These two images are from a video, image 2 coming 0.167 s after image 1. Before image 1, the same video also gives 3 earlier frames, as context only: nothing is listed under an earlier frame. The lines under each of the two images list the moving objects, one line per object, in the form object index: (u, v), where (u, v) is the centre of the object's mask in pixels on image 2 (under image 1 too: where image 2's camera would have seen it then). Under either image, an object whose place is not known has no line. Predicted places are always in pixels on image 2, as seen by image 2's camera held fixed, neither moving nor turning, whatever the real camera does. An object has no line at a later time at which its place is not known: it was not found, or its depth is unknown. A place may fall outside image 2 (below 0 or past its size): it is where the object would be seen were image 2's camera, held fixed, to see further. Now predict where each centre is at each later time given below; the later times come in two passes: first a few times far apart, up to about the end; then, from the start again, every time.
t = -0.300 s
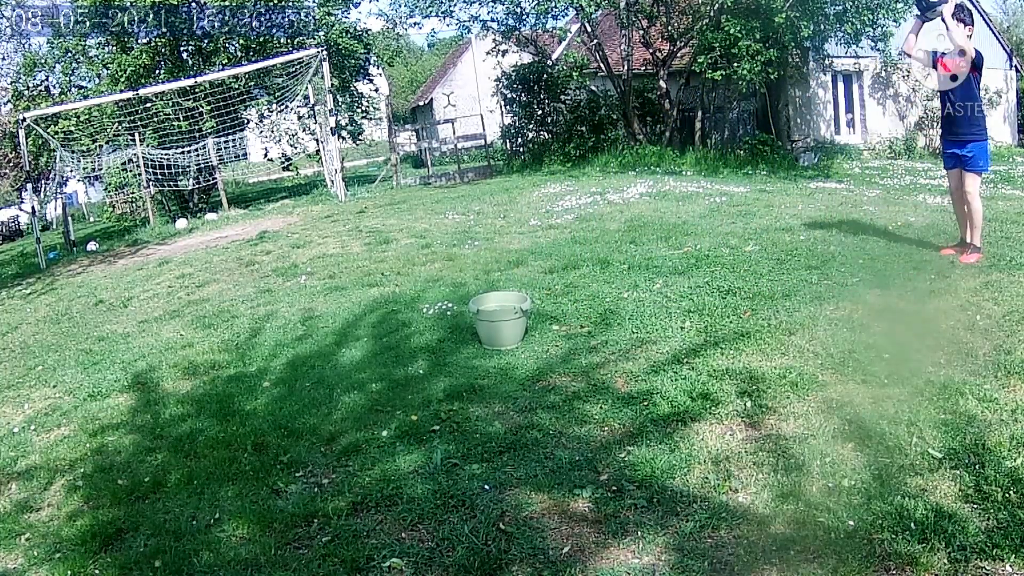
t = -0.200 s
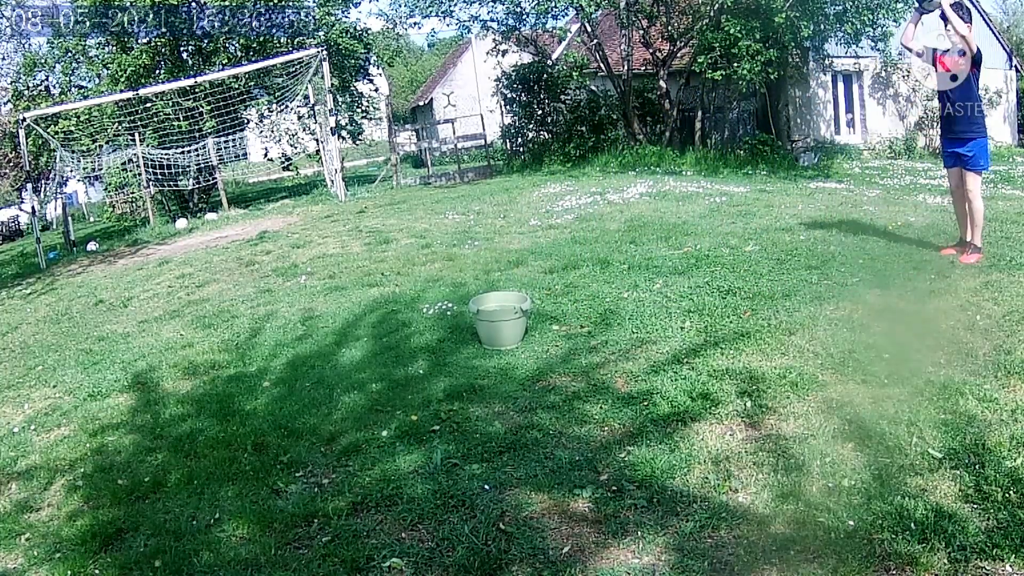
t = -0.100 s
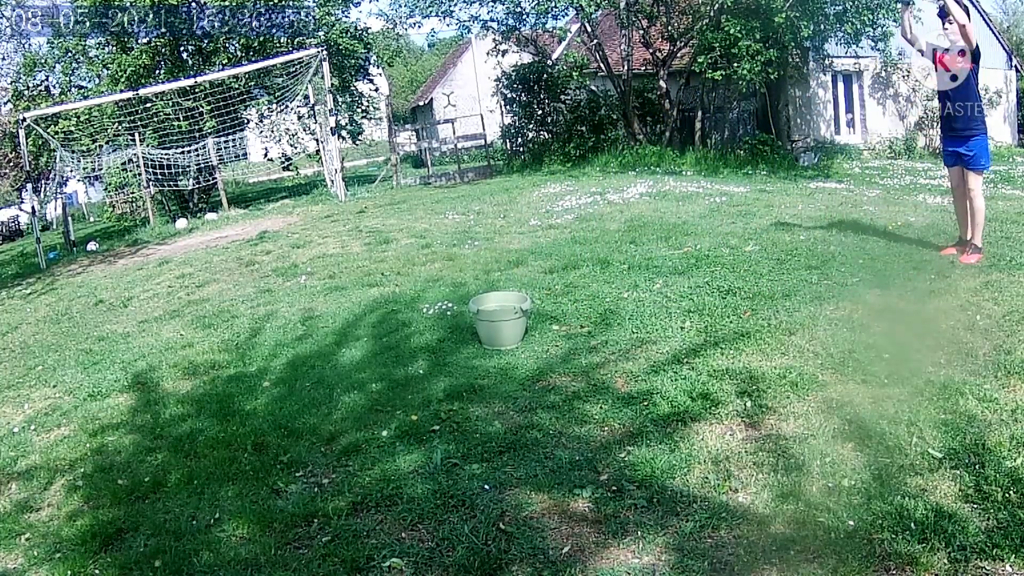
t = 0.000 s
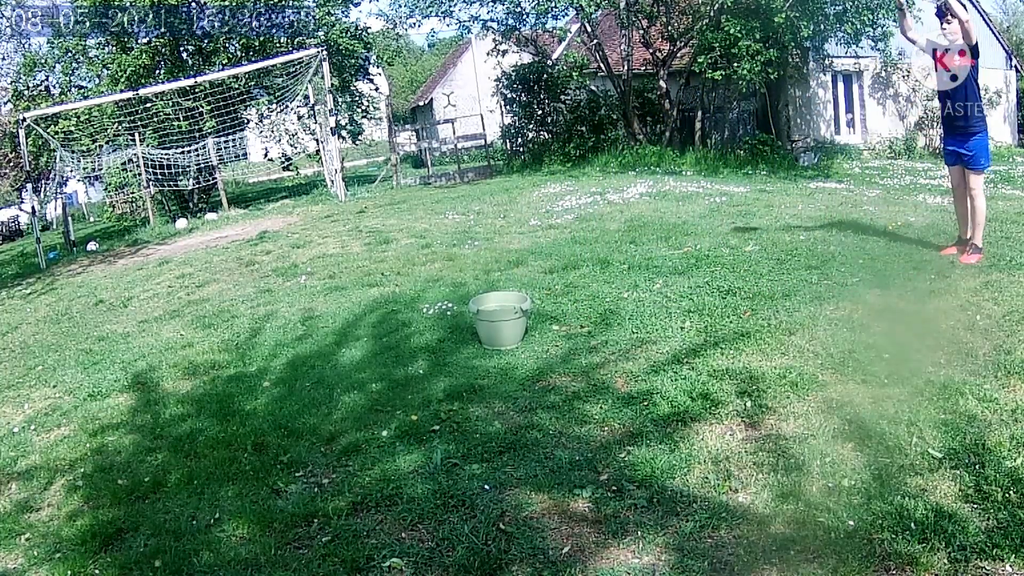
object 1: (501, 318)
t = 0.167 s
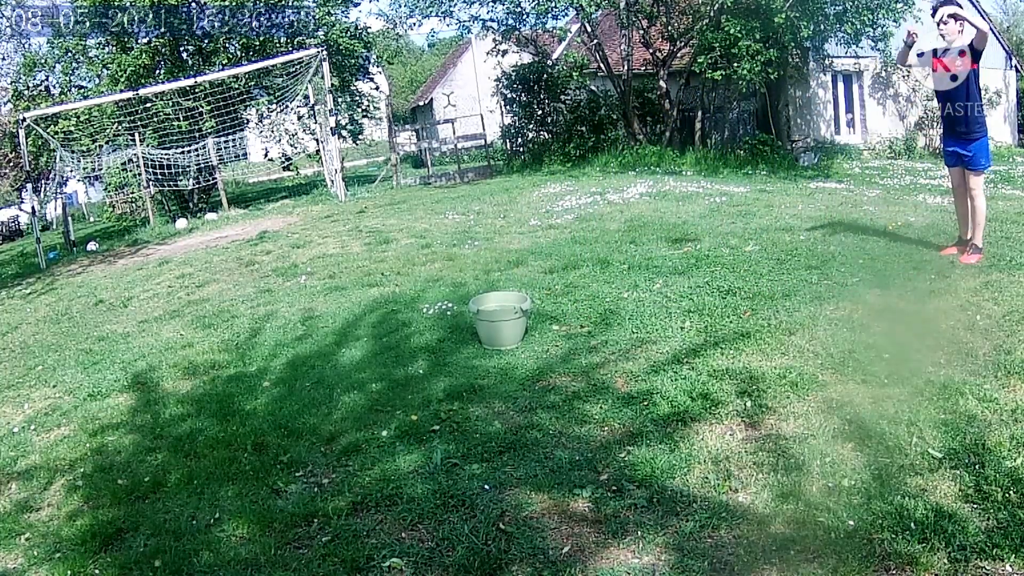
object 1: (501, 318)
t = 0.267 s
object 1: (501, 318)
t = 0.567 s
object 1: (501, 318)
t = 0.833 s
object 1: (409, 300)
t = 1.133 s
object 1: (300, 360)
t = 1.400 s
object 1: (209, 398)
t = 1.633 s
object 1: (141, 414)
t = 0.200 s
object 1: (501, 318)
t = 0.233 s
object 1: (501, 318)
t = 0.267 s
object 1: (501, 318)
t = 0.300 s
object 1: (501, 318)
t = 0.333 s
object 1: (501, 318)
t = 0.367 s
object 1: (501, 318)
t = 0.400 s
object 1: (501, 318)
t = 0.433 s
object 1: (501, 318)
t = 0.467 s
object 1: (501, 318)
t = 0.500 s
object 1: (501, 318)
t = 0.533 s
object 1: (501, 318)
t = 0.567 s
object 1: (501, 318)
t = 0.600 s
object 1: (492, 322)
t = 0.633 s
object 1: (477, 314)
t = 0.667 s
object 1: (464, 308)
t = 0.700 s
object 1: (452, 302)
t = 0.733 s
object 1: (441, 298)
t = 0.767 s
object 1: (430, 297)
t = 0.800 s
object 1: (420, 297)
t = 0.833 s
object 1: (409, 300)
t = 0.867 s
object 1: (396, 305)
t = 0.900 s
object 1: (386, 313)
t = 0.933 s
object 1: (375, 324)
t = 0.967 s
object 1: (363, 339)
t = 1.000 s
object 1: (354, 356)
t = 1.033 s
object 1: (341, 361)
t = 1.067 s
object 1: (327, 359)
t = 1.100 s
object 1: (314, 357)
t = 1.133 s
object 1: (300, 360)
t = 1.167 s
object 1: (288, 362)
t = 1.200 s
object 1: (276, 368)
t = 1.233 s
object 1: (264, 374)
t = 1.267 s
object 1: (252, 381)
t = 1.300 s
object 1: (241, 383)
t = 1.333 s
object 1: (230, 386)
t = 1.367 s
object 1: (219, 391)
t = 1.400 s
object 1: (209, 398)
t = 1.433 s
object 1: (198, 400)
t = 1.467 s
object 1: (184, 399)
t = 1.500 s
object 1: (174, 403)
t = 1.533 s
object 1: (165, 408)
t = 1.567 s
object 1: (156, 410)
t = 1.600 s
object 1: (149, 414)
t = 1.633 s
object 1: (141, 414)
